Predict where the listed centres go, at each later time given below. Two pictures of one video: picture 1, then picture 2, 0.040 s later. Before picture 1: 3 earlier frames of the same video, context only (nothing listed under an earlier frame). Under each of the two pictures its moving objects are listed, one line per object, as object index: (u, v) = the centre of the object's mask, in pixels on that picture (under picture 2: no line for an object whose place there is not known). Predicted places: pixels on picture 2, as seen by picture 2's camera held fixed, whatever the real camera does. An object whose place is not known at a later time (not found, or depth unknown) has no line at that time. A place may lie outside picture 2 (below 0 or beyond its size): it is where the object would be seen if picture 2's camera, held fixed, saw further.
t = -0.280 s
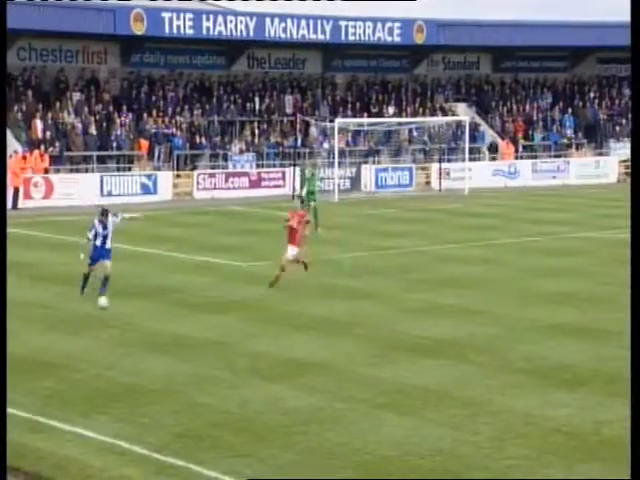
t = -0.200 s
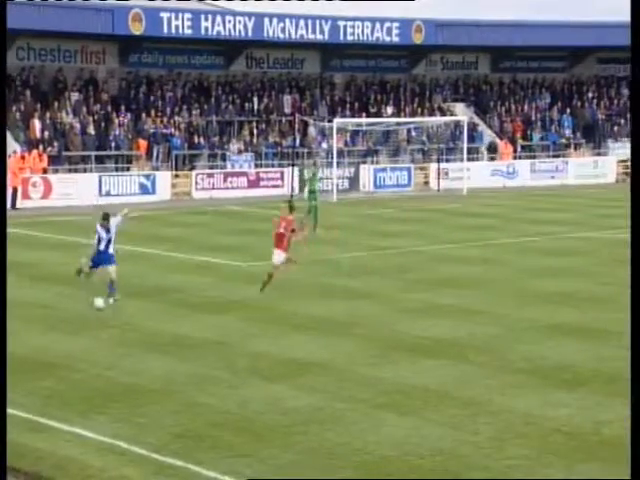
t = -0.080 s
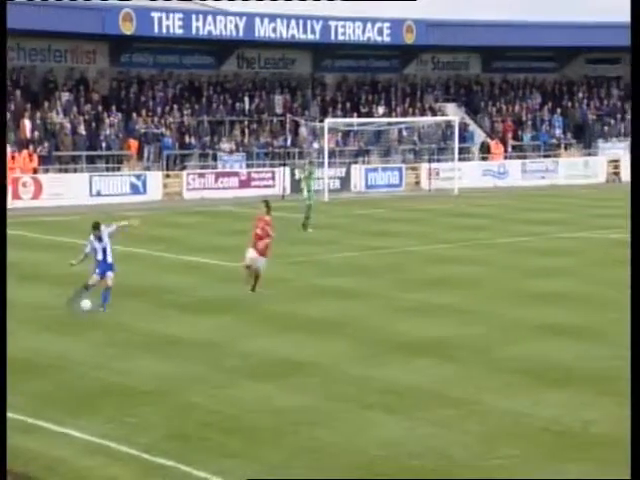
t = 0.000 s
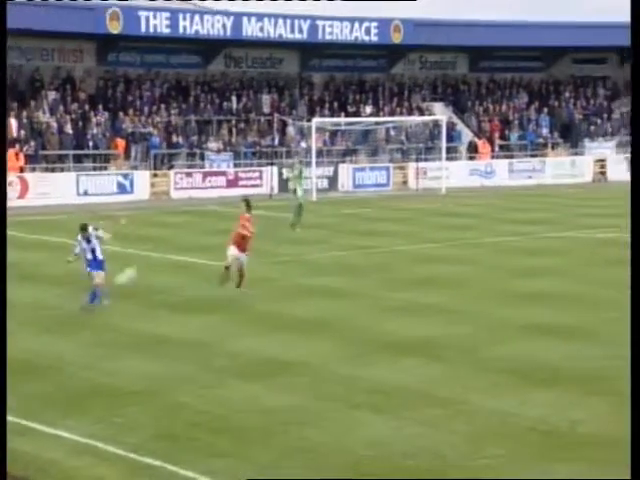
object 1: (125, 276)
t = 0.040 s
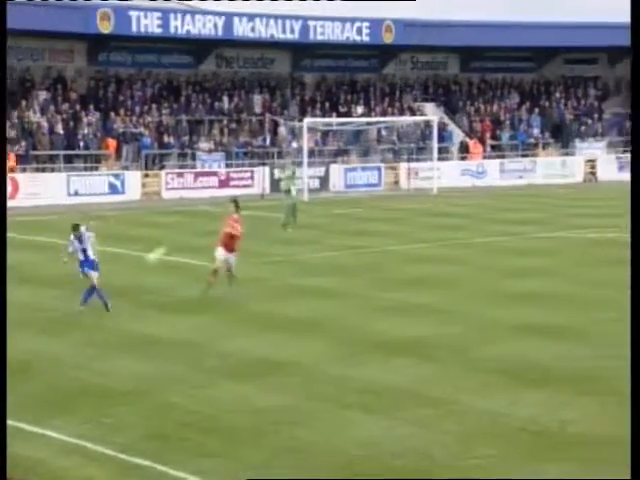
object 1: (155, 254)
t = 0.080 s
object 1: (194, 233)
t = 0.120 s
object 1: (233, 212)
